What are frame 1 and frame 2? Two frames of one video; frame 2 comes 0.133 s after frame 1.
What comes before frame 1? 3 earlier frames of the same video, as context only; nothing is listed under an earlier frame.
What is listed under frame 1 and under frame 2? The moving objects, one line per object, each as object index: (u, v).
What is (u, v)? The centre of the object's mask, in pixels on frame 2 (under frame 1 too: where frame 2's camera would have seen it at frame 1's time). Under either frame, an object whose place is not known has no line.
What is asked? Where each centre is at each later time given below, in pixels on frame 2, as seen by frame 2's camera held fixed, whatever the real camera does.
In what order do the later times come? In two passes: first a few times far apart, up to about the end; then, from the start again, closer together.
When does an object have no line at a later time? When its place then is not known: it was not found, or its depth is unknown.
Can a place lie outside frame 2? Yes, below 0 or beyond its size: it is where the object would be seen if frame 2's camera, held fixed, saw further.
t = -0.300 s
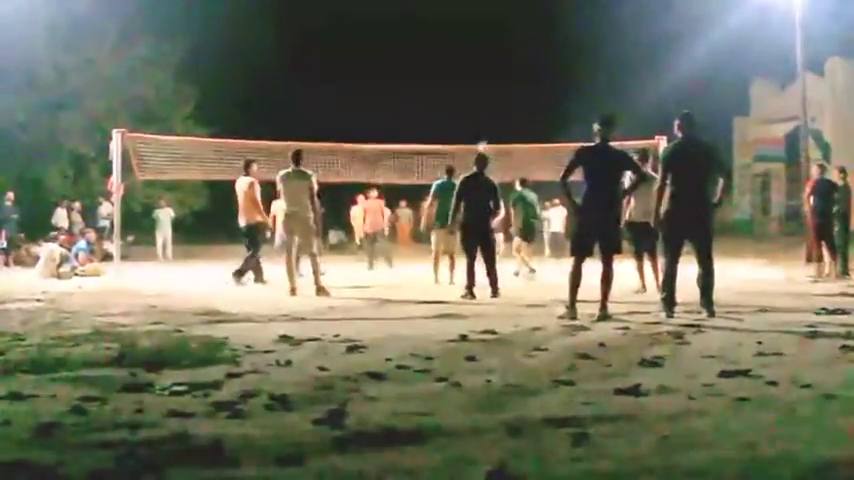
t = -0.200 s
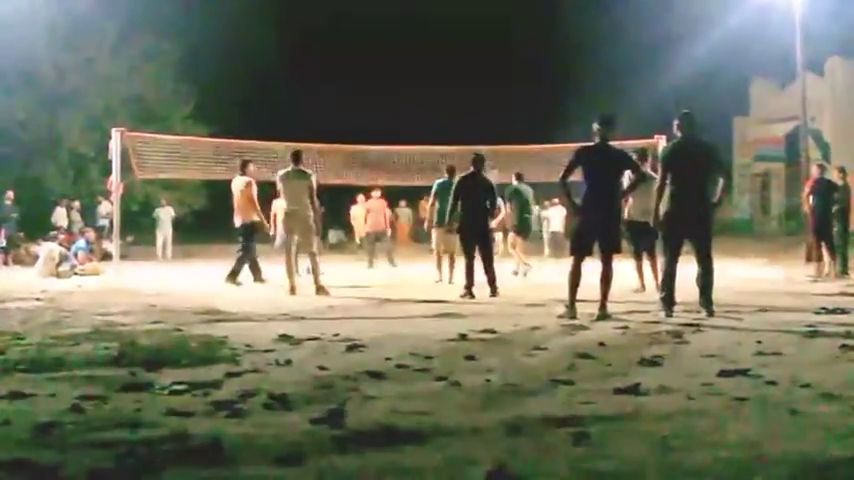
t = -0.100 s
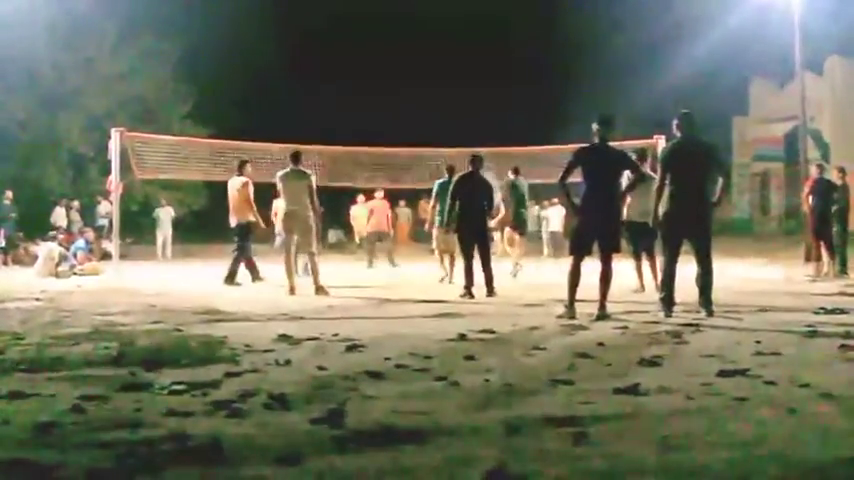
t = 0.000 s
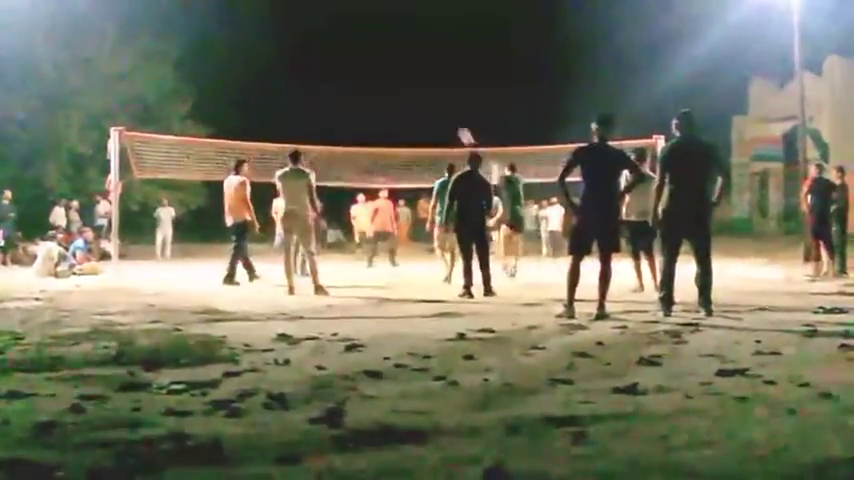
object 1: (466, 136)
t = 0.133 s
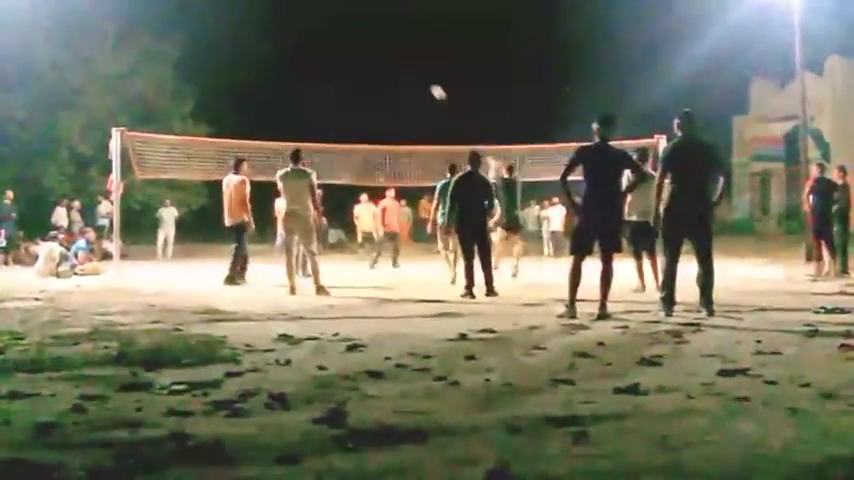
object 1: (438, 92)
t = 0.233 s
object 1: (417, 68)
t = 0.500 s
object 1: (371, 32)
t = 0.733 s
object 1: (335, 33)
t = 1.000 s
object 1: (301, 63)
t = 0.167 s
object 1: (431, 83)
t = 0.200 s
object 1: (424, 75)
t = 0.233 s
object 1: (417, 68)
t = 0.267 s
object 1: (411, 60)
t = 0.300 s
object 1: (405, 55)
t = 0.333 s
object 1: (398, 49)
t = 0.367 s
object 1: (392, 44)
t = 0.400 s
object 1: (387, 40)
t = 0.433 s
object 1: (381, 37)
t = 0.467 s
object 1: (376, 34)
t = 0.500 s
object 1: (371, 32)
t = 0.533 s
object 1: (365, 30)
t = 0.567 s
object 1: (360, 30)
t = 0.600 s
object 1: (355, 29)
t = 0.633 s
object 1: (350, 29)
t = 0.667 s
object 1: (344, 30)
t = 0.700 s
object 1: (340, 31)
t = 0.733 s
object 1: (335, 33)
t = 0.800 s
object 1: (327, 37)
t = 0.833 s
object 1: (322, 41)
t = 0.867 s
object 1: (318, 44)
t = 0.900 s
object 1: (314, 48)
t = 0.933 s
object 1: (310, 52)
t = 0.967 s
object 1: (305, 57)
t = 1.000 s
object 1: (301, 63)
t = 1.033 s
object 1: (297, 68)
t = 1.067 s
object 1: (294, 74)
